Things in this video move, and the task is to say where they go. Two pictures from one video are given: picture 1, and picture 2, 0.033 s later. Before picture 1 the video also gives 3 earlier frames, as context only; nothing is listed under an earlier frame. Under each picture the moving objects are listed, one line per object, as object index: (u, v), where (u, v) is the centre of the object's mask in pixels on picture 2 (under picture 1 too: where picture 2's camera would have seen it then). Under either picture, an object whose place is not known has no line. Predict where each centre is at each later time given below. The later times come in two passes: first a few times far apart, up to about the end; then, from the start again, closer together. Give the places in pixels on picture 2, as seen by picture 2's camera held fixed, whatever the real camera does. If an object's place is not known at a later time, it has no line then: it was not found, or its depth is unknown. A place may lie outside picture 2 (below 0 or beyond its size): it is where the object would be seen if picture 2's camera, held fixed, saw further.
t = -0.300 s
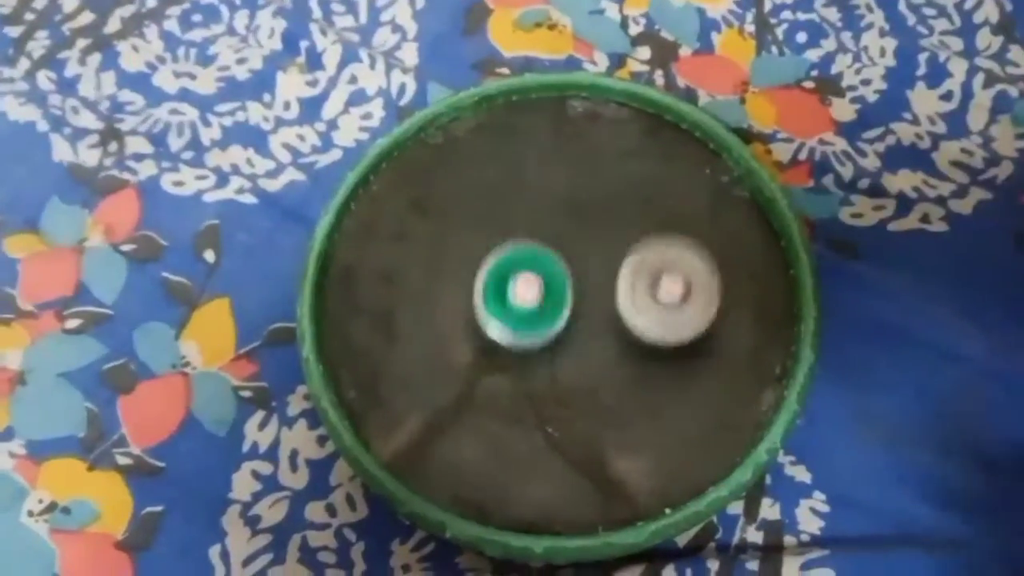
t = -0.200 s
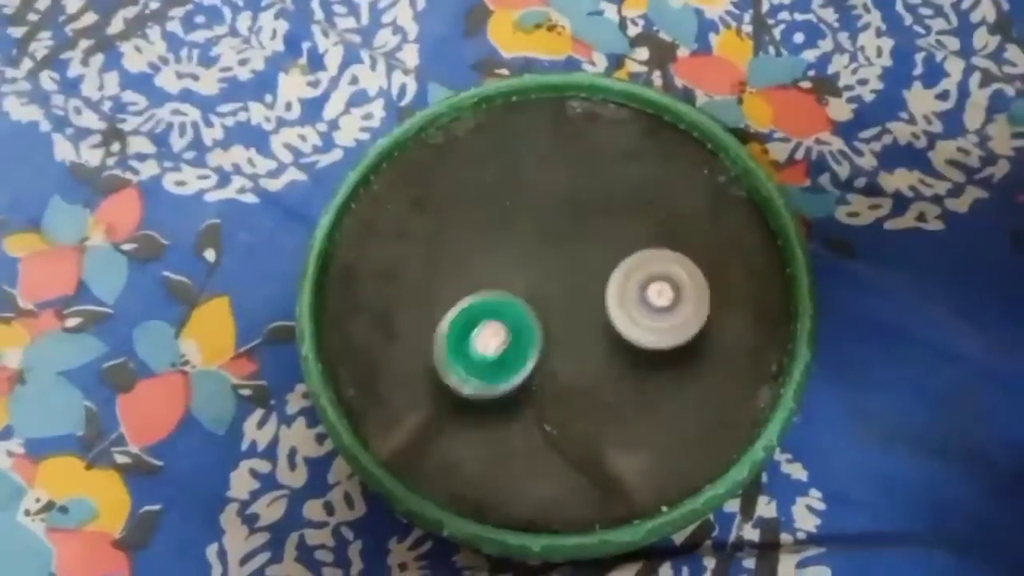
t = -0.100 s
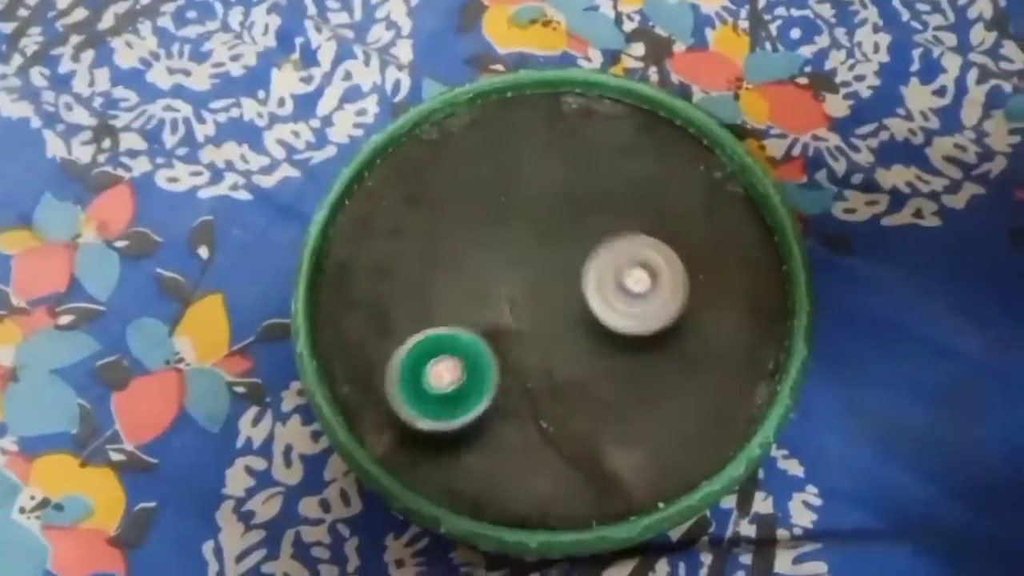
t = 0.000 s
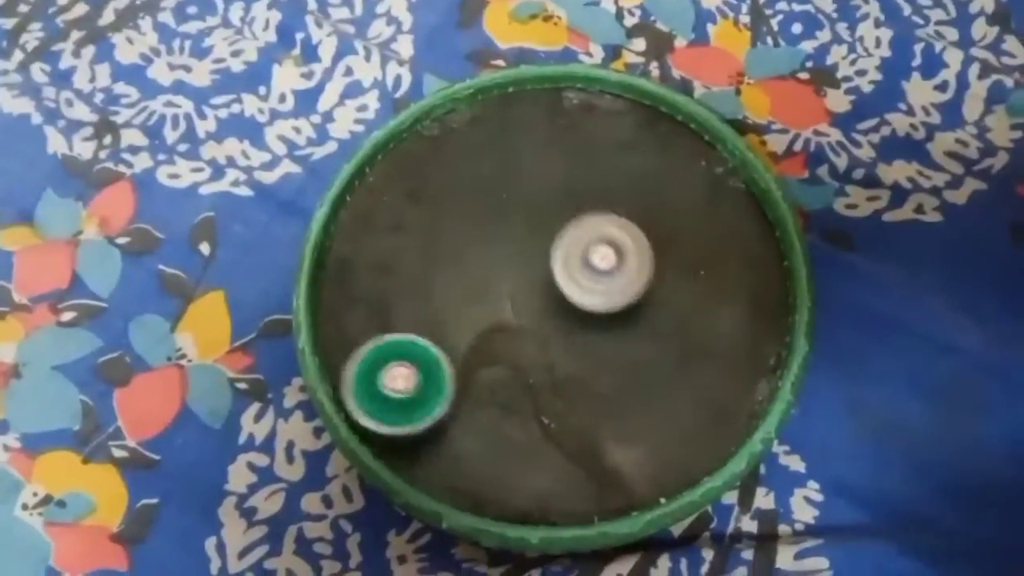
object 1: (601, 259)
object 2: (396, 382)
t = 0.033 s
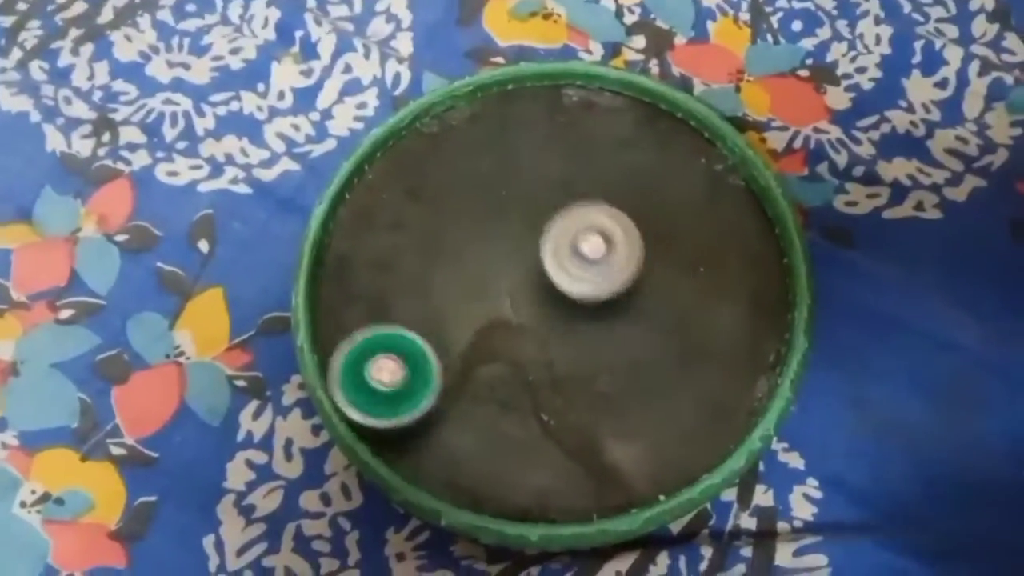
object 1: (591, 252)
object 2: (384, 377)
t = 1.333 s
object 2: (530, 191)
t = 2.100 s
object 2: (534, 196)
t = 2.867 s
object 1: (545, 170)
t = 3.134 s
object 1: (531, 230)
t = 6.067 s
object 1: (610, 217)
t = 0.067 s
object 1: (580, 243)
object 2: (377, 368)
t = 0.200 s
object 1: (539, 239)
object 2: (392, 321)
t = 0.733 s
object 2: (517, 226)
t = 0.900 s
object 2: (525, 130)
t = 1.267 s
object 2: (551, 165)
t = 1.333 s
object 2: (530, 191)
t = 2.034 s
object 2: (495, 179)
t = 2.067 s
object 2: (515, 187)
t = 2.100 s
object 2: (534, 196)
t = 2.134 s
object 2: (553, 207)
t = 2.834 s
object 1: (548, 162)
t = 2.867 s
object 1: (545, 170)
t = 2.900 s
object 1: (541, 180)
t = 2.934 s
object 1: (538, 189)
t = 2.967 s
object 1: (535, 196)
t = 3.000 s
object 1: (533, 204)
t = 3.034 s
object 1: (532, 210)
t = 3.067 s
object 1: (531, 216)
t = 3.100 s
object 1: (531, 222)
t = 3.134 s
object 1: (531, 230)
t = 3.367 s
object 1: (535, 270)
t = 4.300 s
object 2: (510, 237)
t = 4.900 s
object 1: (582, 260)
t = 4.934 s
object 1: (574, 258)
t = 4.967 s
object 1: (567, 255)
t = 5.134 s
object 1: (586, 251)
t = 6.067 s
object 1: (610, 217)
